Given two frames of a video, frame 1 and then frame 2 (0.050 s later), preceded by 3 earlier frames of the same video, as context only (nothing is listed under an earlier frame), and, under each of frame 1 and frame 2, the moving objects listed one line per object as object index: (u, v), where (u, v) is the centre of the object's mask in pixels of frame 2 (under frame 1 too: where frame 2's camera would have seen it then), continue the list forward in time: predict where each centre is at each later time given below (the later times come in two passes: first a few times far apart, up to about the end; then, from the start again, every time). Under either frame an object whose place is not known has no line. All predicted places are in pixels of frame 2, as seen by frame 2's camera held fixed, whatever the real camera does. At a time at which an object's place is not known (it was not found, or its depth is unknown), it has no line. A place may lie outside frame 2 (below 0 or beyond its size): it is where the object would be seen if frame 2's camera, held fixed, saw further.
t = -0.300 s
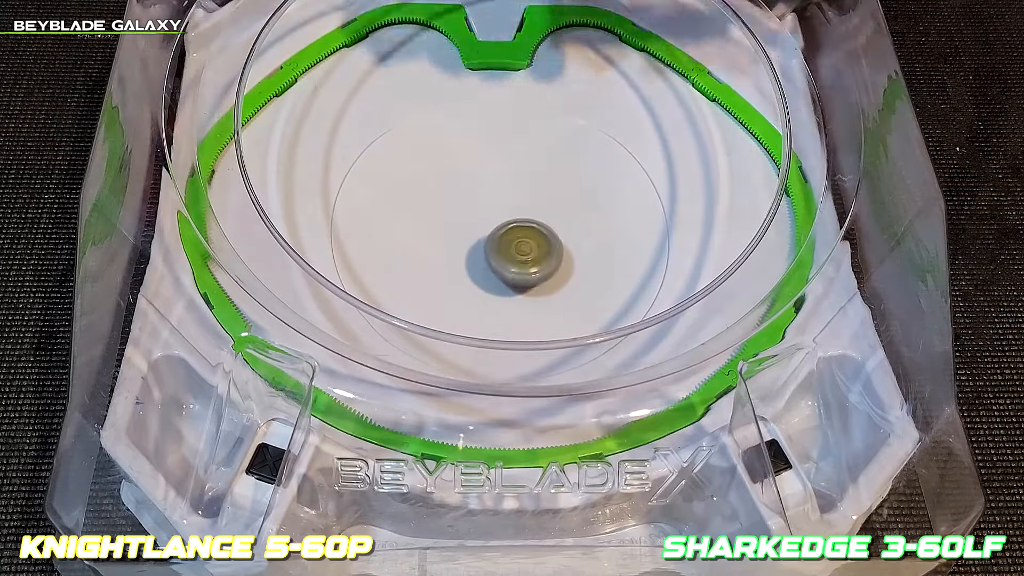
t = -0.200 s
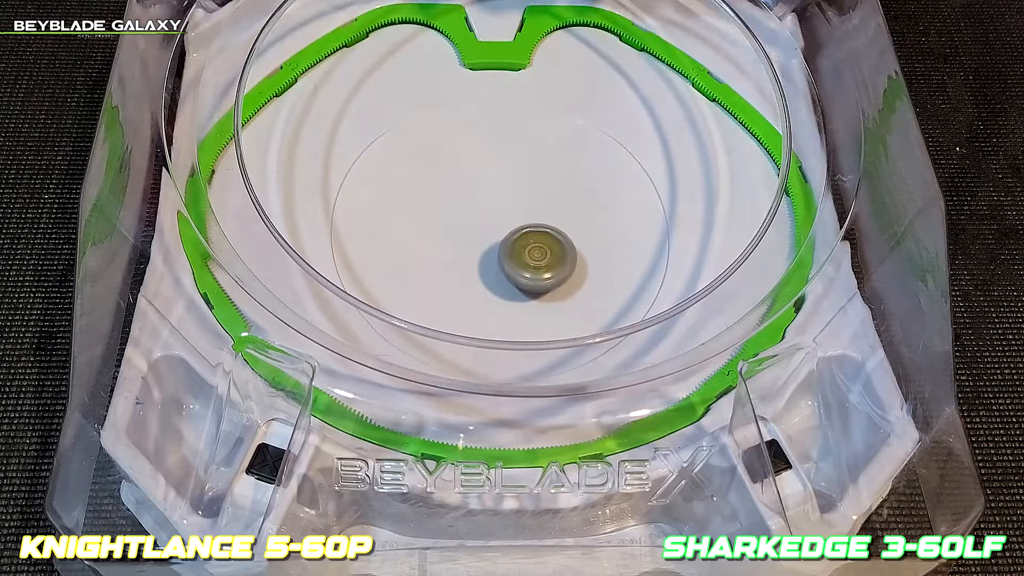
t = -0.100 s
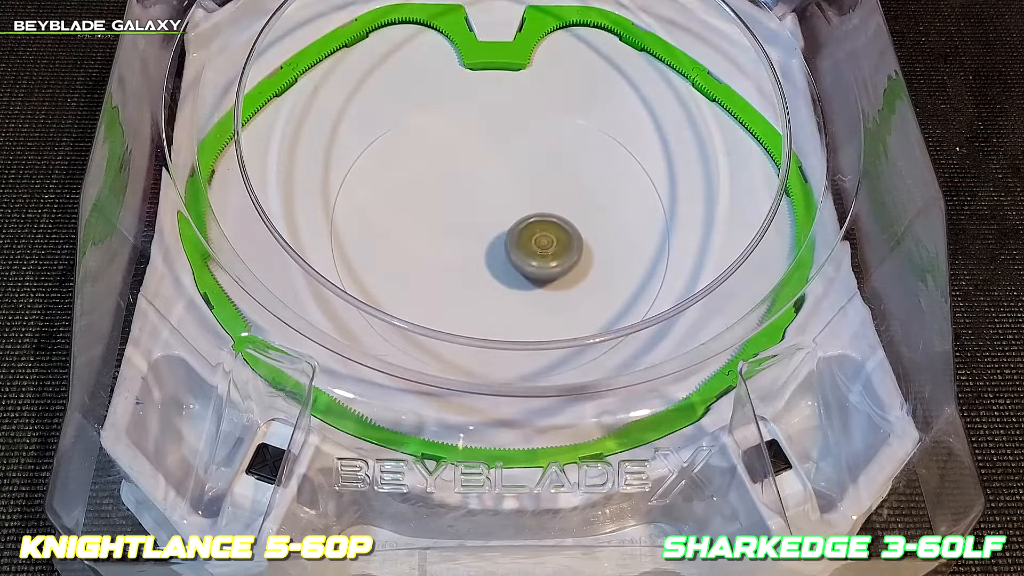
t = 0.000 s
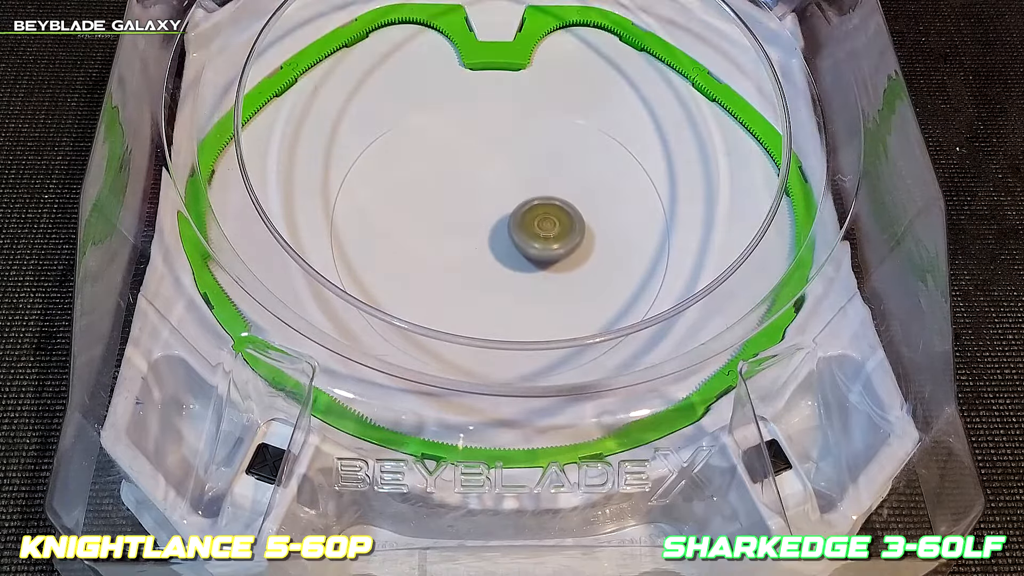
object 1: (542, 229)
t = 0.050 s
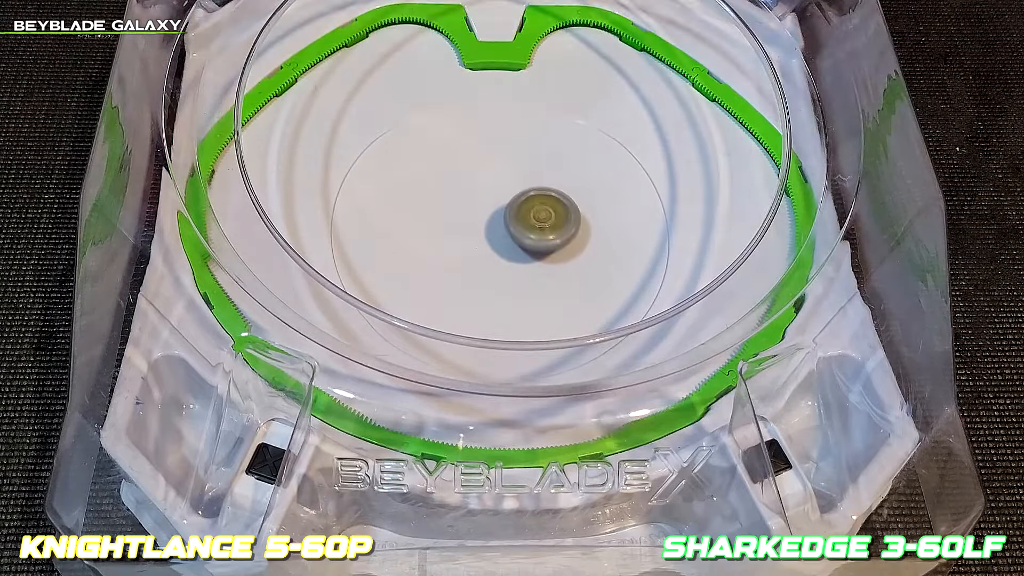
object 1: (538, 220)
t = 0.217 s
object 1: (500, 202)
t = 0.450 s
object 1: (455, 233)
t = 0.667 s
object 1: (488, 272)
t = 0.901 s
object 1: (542, 238)
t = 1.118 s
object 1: (511, 181)
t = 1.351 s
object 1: (435, 189)
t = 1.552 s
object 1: (443, 249)
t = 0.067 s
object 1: (536, 217)
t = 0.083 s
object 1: (533, 214)
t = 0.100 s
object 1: (530, 212)
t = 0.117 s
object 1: (527, 209)
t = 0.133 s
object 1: (523, 207)
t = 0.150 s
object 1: (518, 205)
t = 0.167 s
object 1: (514, 204)
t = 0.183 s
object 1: (509, 203)
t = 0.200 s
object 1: (505, 202)
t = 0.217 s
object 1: (500, 202)
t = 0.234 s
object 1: (496, 202)
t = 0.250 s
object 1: (491, 202)
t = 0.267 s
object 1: (487, 203)
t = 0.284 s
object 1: (483, 204)
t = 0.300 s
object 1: (478, 205)
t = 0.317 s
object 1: (475, 207)
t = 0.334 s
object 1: (471, 209)
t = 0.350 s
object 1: (467, 212)
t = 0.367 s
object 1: (464, 215)
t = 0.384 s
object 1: (462, 218)
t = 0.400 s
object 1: (459, 221)
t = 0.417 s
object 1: (457, 225)
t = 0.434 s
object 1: (456, 229)
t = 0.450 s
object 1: (455, 233)
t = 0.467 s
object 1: (454, 237)
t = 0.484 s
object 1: (454, 241)
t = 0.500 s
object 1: (455, 245)
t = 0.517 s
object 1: (456, 249)
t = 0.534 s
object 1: (458, 253)
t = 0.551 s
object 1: (460, 256)
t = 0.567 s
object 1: (463, 259)
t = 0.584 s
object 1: (466, 262)
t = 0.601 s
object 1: (470, 265)
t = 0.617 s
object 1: (474, 267)
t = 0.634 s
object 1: (479, 270)
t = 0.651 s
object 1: (483, 271)
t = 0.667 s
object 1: (488, 272)
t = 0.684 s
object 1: (493, 273)
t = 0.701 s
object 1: (498, 273)
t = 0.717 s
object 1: (503, 272)
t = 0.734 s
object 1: (508, 271)
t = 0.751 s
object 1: (513, 270)
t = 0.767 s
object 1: (518, 268)
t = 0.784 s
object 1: (522, 266)
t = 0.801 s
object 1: (527, 263)
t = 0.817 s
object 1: (530, 259)
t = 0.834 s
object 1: (534, 256)
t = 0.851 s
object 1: (537, 252)
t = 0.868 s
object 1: (539, 248)
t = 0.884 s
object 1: (541, 243)
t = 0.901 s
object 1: (542, 238)
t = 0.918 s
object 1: (543, 233)
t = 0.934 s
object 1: (543, 228)
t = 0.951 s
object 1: (543, 223)
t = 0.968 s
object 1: (542, 218)
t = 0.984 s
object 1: (541, 214)
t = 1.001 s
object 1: (538, 209)
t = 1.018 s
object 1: (536, 204)
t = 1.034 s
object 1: (533, 200)
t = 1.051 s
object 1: (529, 196)
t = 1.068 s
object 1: (525, 192)
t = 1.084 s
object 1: (521, 188)
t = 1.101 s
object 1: (516, 185)
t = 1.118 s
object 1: (511, 181)
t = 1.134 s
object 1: (506, 179)
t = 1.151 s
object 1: (500, 176)
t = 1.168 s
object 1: (494, 174)
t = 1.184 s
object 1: (488, 173)
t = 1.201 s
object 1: (482, 172)
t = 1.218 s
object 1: (476, 171)
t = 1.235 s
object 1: (470, 172)
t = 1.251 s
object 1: (464, 172)
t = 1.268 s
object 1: (458, 174)
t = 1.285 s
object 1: (453, 176)
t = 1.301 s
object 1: (448, 178)
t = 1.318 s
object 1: (443, 181)
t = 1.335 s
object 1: (438, 185)
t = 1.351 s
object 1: (435, 189)
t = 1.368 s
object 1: (431, 194)
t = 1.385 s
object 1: (429, 199)
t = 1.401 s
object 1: (427, 204)
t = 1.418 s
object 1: (426, 209)
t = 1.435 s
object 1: (426, 215)
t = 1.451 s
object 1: (426, 220)
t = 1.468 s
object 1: (427, 226)
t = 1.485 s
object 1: (429, 231)
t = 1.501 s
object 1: (431, 236)
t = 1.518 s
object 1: (434, 241)
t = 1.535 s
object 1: (439, 245)
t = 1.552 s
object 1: (443, 249)
